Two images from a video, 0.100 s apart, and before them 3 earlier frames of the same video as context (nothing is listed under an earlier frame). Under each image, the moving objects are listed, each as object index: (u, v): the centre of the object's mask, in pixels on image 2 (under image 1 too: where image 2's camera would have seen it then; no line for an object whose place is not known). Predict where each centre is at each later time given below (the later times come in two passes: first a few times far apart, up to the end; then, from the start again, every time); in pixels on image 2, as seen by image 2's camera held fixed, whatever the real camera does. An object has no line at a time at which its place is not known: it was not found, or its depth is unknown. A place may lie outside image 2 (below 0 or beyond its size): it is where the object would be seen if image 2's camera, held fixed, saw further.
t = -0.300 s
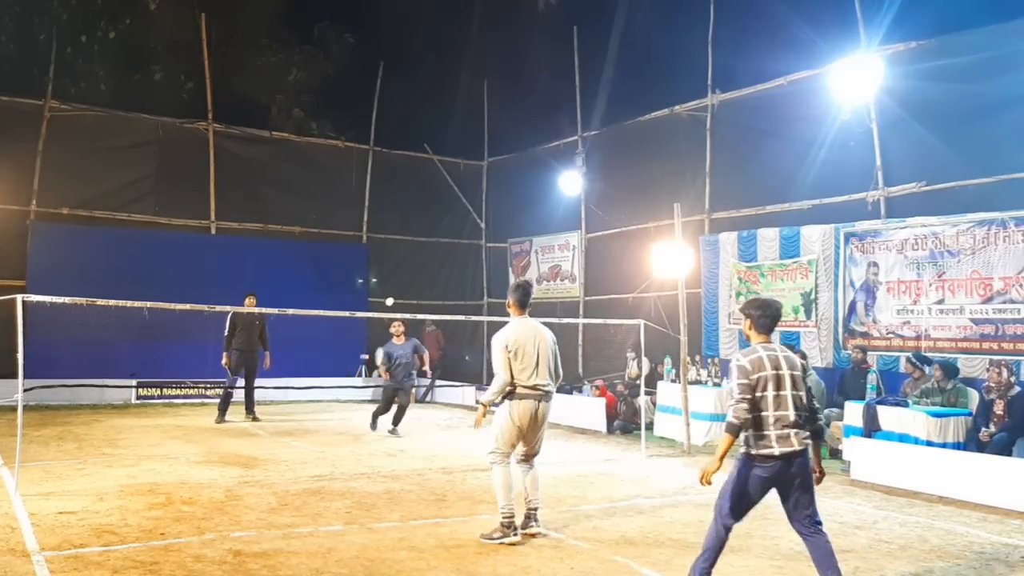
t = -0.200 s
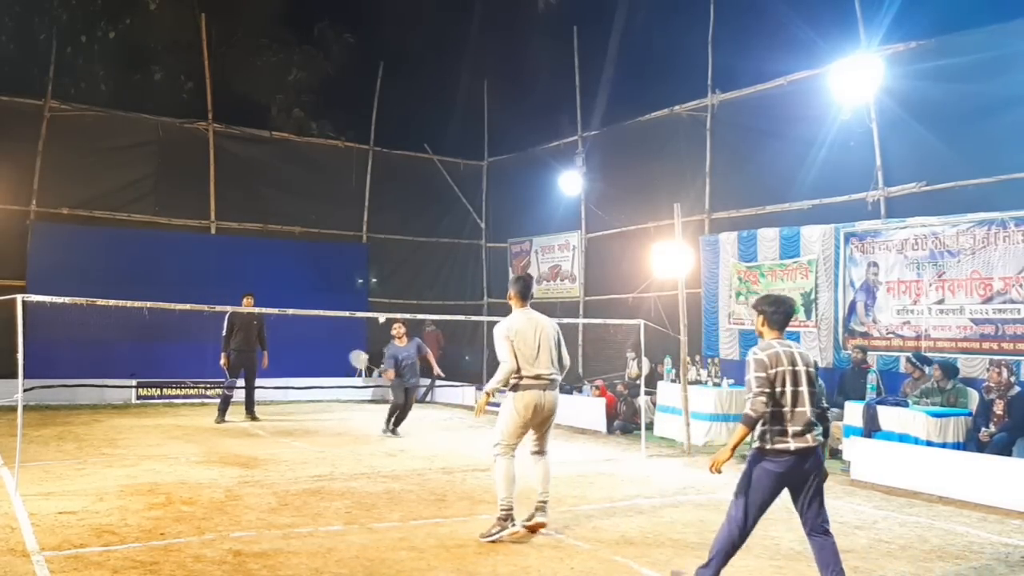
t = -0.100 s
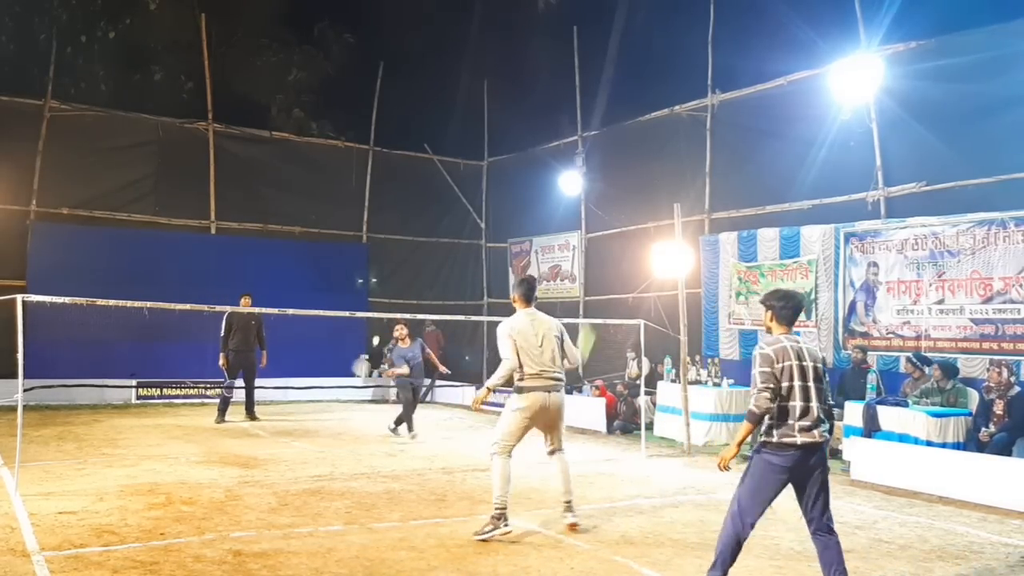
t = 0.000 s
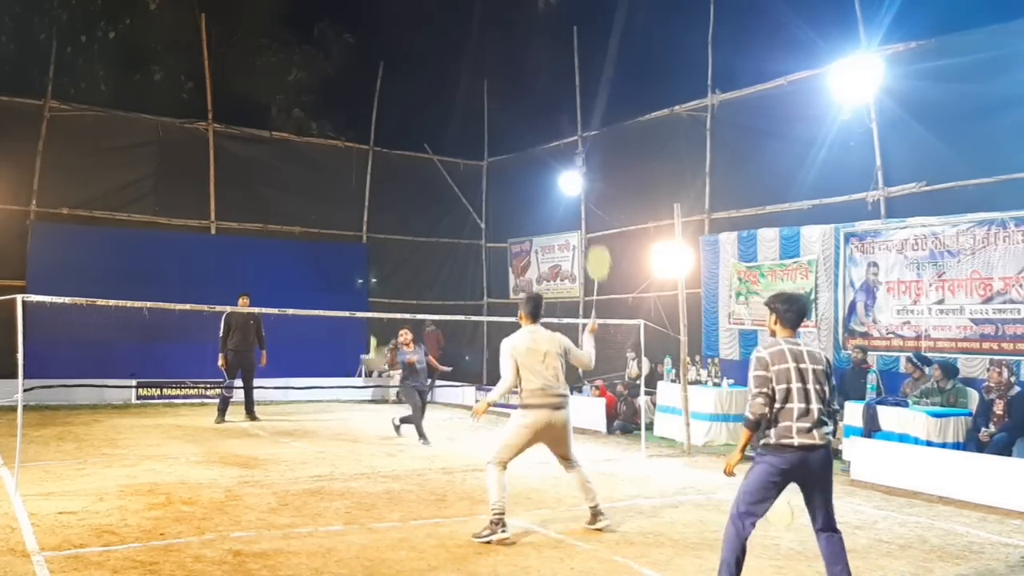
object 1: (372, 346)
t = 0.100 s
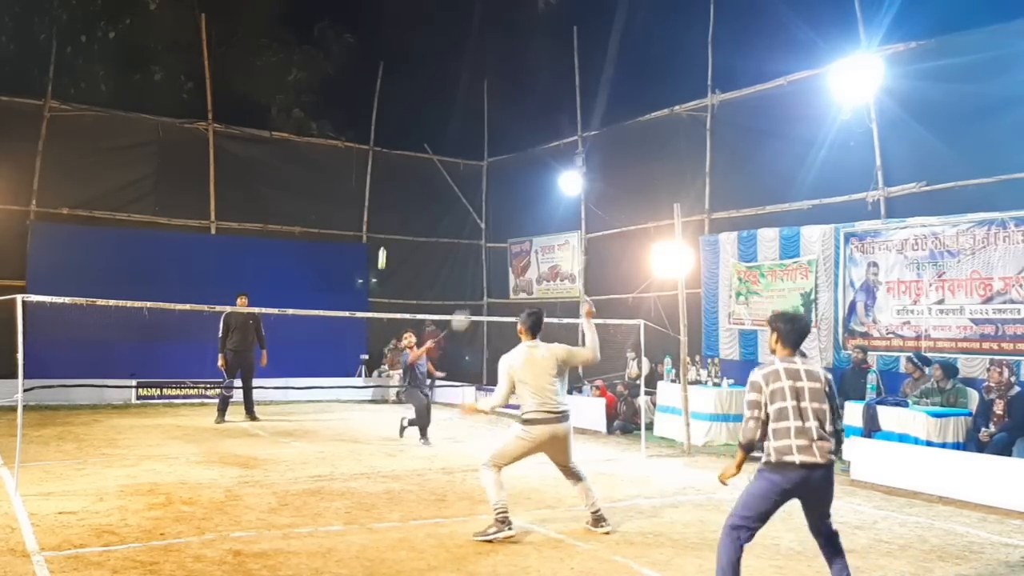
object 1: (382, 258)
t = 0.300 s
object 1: (400, 129)
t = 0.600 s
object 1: (427, 33)
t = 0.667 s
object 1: (432, 30)
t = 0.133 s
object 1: (384, 232)
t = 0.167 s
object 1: (387, 209)
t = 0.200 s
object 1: (391, 187)
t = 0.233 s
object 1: (394, 166)
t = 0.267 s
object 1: (397, 147)
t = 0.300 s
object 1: (400, 129)
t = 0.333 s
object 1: (403, 113)
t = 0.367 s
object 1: (406, 97)
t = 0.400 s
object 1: (409, 83)
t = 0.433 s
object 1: (412, 71)
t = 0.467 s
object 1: (415, 60)
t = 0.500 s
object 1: (418, 51)
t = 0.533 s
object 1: (421, 43)
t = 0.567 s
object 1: (424, 37)
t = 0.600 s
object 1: (427, 33)
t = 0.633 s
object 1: (430, 30)
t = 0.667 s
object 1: (432, 30)
